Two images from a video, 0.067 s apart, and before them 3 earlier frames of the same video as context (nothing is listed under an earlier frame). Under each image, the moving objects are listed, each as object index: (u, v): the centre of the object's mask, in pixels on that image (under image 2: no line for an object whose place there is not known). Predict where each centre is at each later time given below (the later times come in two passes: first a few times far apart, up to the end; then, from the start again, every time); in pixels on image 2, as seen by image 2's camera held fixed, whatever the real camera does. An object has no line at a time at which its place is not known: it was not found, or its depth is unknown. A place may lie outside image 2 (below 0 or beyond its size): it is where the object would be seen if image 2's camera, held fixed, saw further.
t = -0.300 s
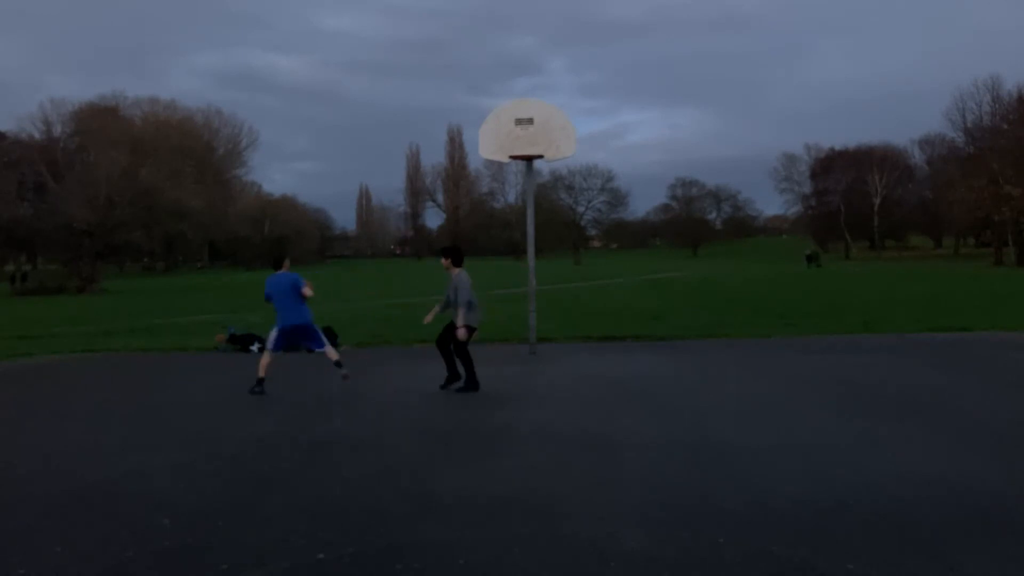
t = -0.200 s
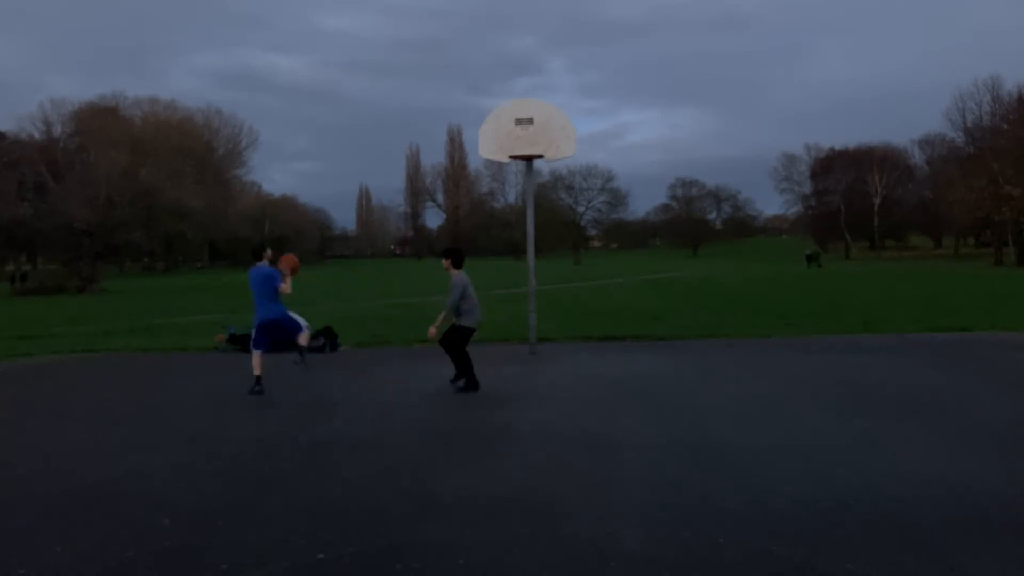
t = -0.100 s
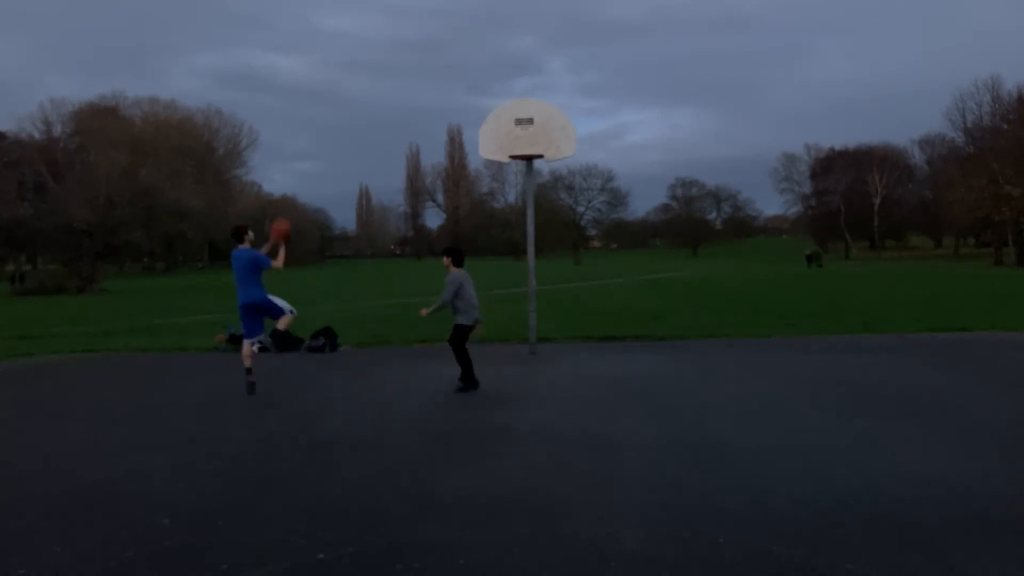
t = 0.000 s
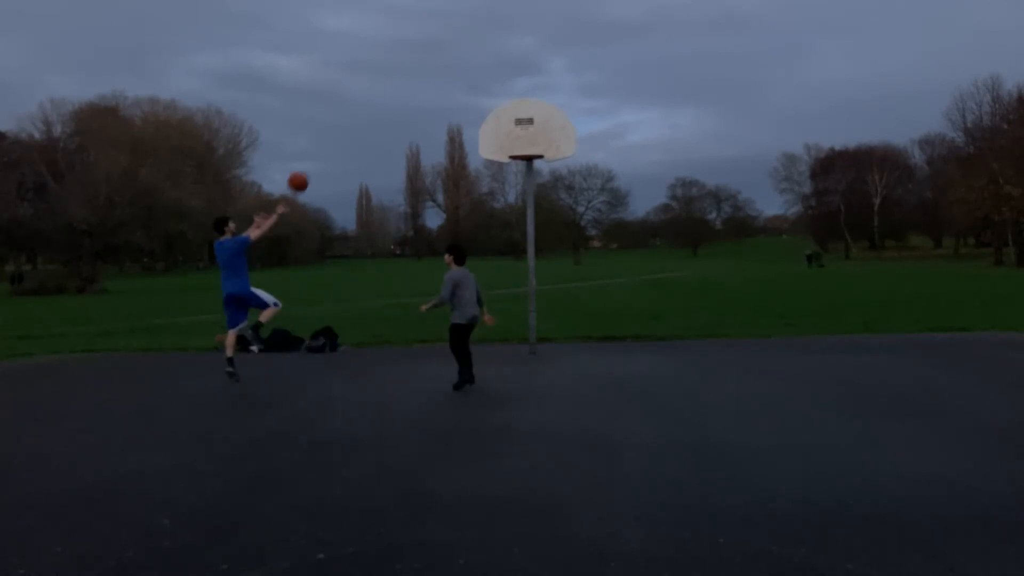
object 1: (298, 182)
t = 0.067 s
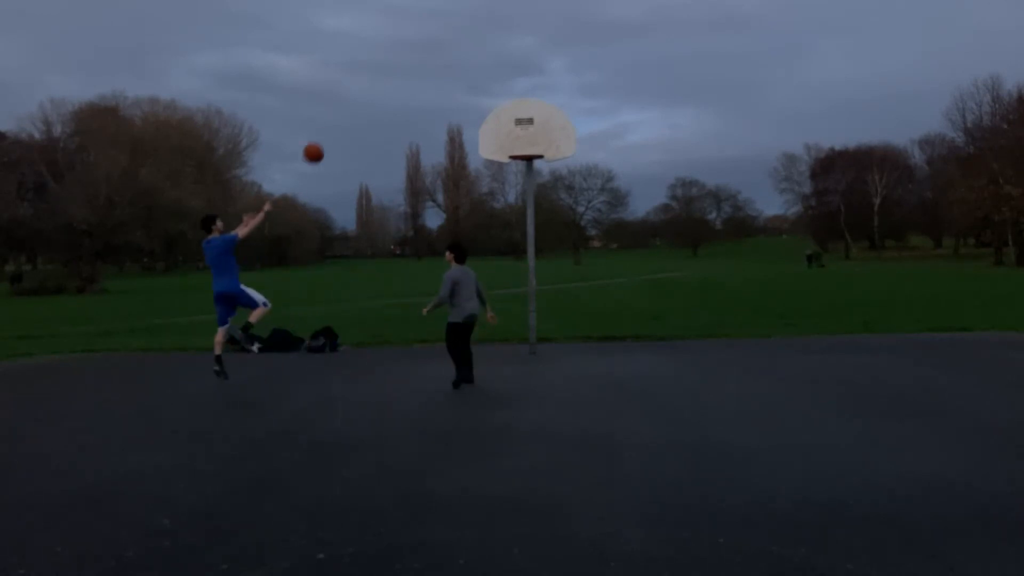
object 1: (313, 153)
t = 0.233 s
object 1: (351, 99)
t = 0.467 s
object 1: (402, 66)
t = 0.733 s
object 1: (456, 82)
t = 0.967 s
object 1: (500, 138)
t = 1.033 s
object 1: (511, 159)
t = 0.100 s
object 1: (321, 140)
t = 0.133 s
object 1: (329, 128)
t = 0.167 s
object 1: (336, 118)
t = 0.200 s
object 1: (344, 108)
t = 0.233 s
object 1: (351, 99)
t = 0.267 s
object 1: (359, 91)
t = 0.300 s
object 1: (366, 85)
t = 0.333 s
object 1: (373, 79)
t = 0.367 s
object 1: (380, 74)
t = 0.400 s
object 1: (387, 71)
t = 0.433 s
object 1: (395, 68)
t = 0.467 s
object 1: (402, 66)
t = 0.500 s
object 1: (409, 65)
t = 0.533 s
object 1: (416, 65)
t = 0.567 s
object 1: (422, 66)
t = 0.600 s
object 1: (429, 68)
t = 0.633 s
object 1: (436, 70)
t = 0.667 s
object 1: (443, 73)
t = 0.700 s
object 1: (449, 77)
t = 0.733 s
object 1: (456, 82)
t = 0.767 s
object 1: (462, 88)
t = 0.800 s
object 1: (469, 94)
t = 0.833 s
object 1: (475, 102)
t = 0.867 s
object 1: (481, 110)
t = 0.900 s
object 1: (487, 118)
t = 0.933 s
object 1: (494, 128)
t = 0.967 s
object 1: (500, 138)
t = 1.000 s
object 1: (506, 148)
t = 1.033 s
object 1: (511, 159)
